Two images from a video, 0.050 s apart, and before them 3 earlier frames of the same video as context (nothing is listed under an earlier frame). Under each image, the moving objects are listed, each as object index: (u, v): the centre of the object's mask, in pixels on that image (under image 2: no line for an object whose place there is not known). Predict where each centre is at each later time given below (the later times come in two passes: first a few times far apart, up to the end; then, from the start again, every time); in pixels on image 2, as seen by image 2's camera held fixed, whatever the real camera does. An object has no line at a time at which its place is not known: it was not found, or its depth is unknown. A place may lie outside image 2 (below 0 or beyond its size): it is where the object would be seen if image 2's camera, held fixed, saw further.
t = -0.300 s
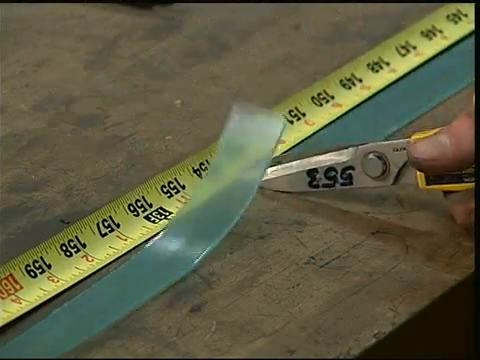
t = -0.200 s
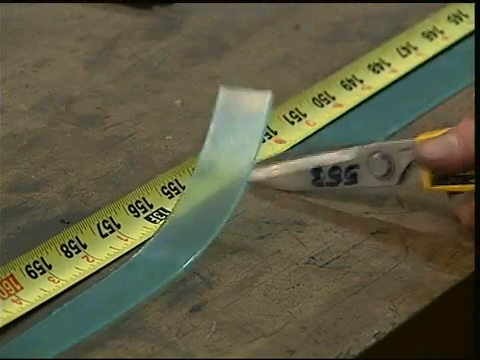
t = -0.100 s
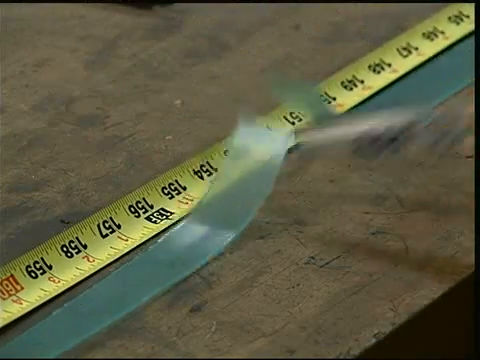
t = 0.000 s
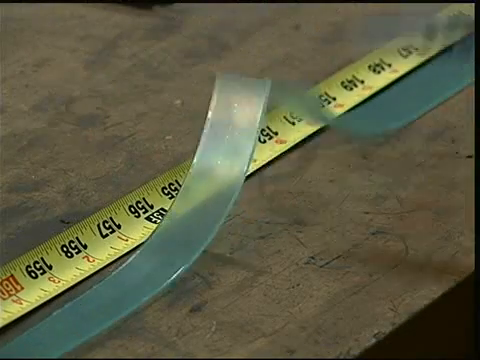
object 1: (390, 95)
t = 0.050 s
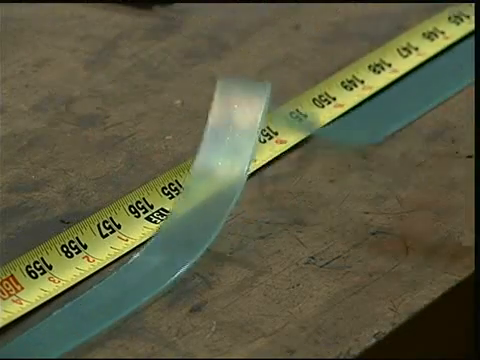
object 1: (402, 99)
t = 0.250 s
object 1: (388, 94)
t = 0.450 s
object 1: (397, 100)
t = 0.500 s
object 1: (389, 96)
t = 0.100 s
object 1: (397, 105)
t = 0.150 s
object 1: (402, 100)
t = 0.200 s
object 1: (388, 95)
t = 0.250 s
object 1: (388, 94)
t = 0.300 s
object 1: (397, 98)
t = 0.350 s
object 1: (398, 101)
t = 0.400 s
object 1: (396, 102)
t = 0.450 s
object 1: (397, 100)
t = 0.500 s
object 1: (389, 96)
